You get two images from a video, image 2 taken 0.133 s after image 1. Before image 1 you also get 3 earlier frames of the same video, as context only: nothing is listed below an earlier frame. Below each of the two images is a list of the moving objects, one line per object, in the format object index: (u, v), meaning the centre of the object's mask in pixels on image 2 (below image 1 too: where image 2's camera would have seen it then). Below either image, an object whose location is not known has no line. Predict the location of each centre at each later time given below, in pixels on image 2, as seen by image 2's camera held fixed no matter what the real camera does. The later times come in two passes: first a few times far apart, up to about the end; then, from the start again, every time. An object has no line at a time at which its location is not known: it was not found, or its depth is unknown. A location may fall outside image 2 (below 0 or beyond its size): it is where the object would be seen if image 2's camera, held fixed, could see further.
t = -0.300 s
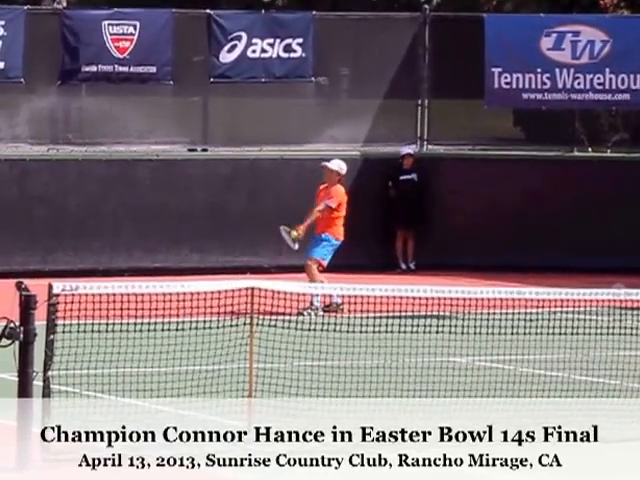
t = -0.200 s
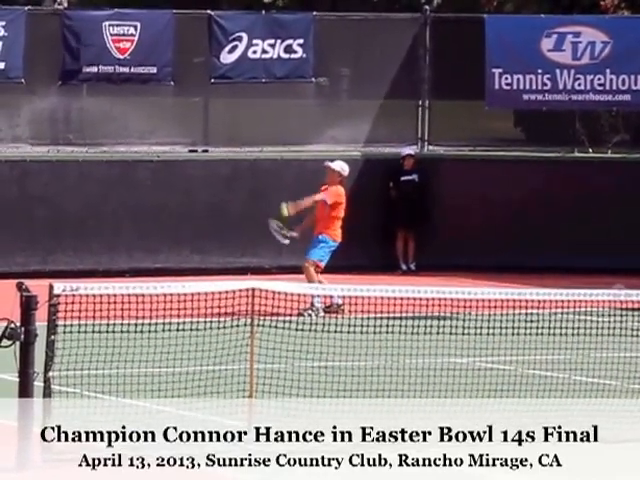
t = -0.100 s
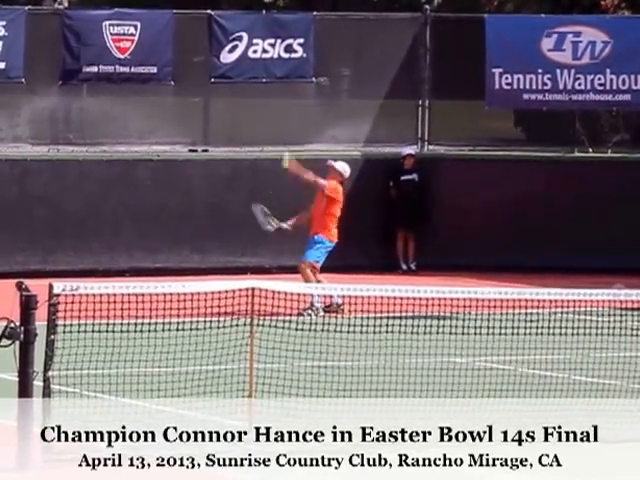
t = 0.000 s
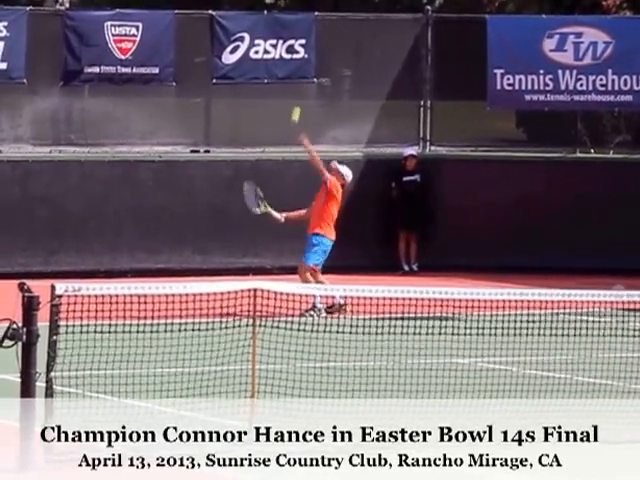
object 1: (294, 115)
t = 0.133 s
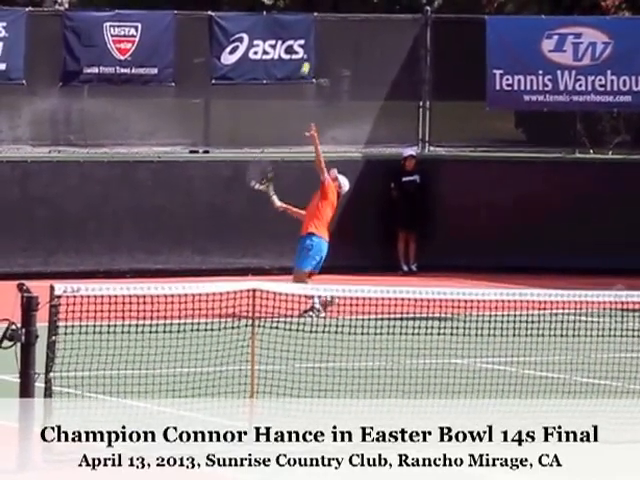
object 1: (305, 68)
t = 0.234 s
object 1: (312, 44)
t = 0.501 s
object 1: (332, 27)
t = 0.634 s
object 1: (342, 44)
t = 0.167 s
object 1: (307, 59)
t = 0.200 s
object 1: (310, 51)
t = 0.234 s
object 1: (312, 44)
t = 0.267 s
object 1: (315, 38)
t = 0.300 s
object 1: (317, 33)
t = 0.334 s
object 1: (320, 29)
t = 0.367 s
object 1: (323, 26)
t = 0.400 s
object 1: (325, 25)
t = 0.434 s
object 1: (327, 24)
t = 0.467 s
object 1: (329, 25)
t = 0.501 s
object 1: (332, 27)
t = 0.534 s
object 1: (335, 29)
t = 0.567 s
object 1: (337, 33)
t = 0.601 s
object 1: (339, 37)
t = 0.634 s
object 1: (342, 44)
